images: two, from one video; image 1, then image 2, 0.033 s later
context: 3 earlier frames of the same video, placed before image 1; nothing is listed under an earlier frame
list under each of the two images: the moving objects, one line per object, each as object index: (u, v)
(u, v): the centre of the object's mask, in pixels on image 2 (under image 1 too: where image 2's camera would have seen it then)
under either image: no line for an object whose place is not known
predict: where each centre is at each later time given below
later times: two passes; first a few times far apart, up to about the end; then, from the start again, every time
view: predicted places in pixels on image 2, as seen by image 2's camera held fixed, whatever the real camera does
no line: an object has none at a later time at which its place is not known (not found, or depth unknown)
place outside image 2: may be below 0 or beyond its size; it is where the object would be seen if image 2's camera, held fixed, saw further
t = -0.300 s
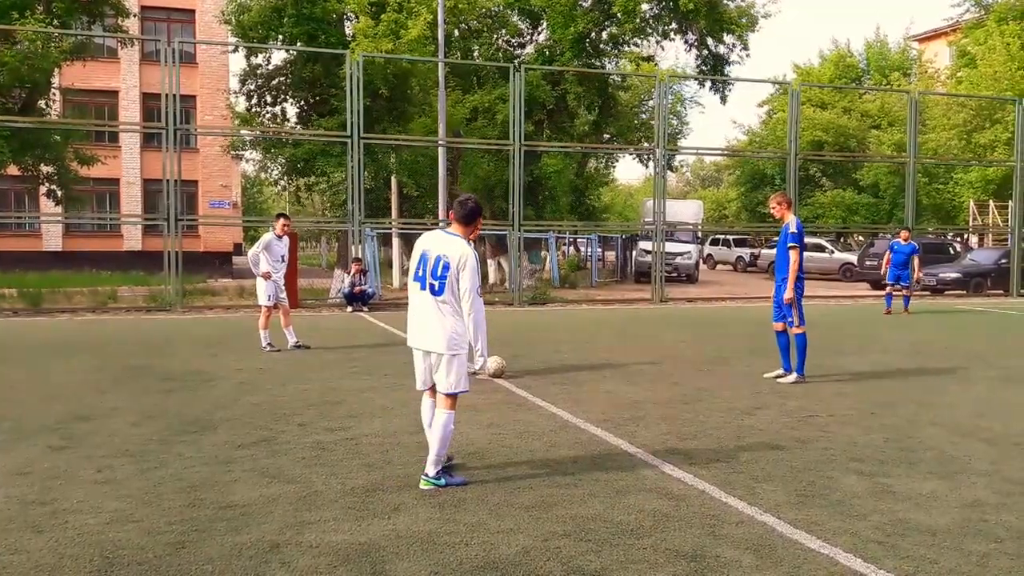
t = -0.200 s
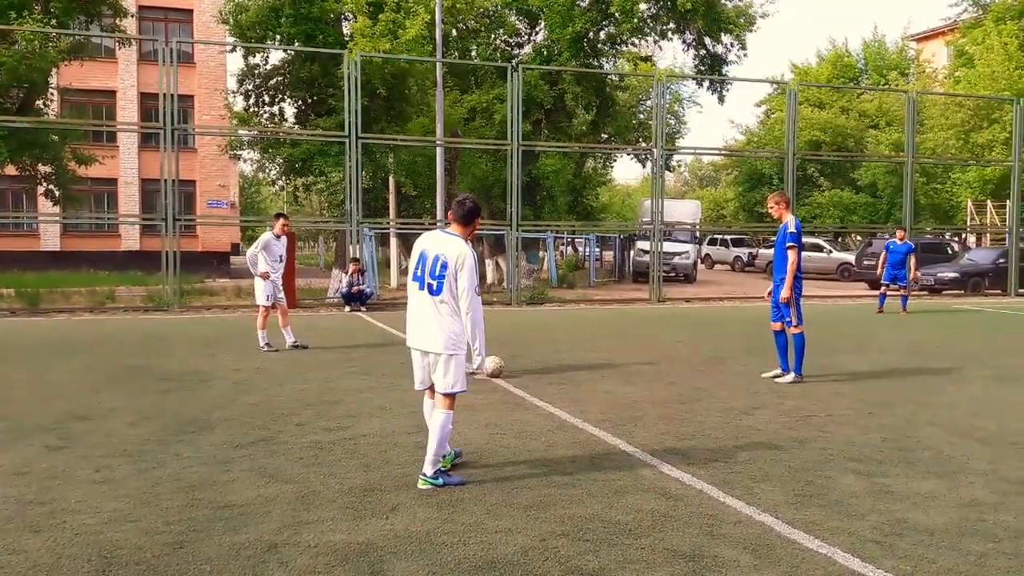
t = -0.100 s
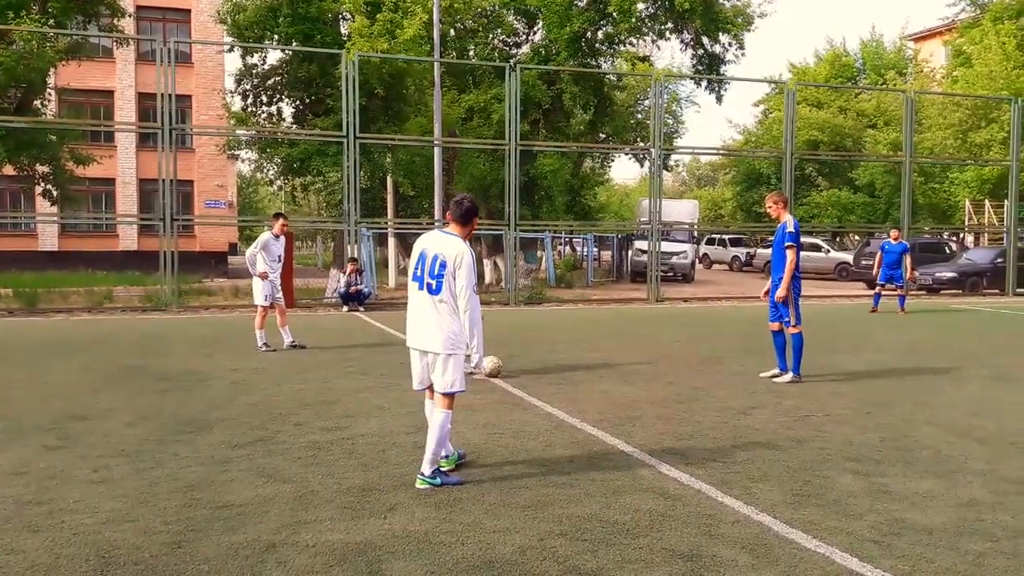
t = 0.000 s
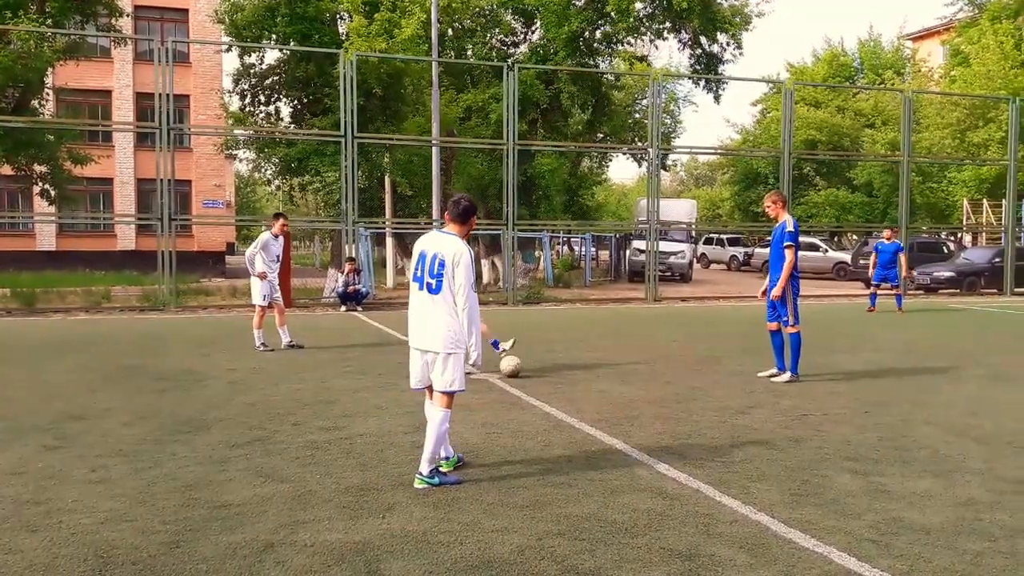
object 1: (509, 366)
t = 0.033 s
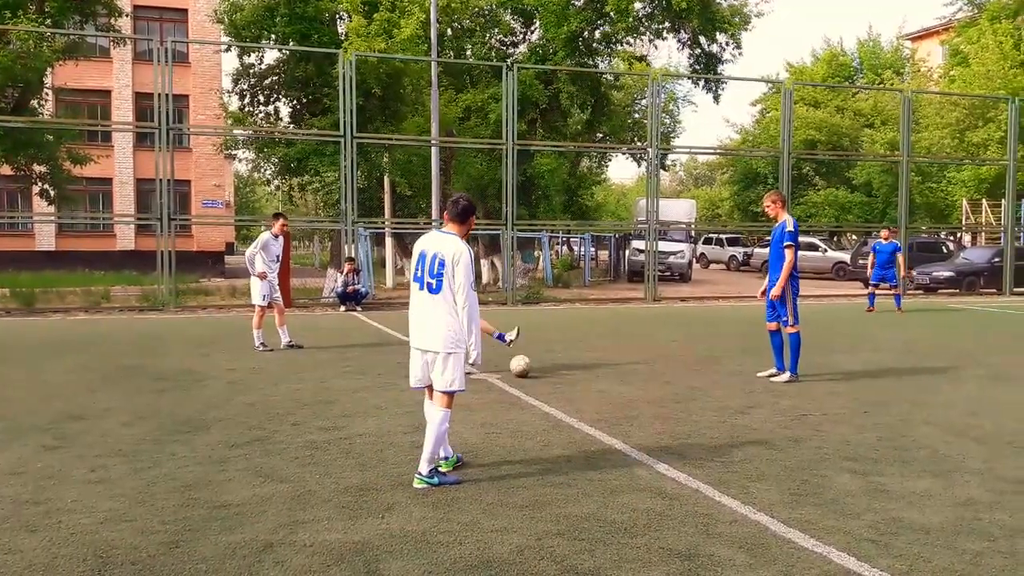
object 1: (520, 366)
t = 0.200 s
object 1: (573, 368)
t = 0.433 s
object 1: (645, 370)
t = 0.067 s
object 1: (530, 367)
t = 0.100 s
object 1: (541, 367)
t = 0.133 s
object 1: (551, 367)
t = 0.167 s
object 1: (562, 368)
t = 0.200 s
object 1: (573, 368)
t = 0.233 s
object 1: (583, 367)
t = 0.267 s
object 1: (593, 368)
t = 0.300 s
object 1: (604, 369)
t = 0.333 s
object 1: (614, 369)
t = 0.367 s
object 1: (624, 369)
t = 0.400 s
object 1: (634, 370)
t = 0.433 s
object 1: (645, 370)
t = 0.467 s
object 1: (655, 370)
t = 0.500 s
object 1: (665, 370)
